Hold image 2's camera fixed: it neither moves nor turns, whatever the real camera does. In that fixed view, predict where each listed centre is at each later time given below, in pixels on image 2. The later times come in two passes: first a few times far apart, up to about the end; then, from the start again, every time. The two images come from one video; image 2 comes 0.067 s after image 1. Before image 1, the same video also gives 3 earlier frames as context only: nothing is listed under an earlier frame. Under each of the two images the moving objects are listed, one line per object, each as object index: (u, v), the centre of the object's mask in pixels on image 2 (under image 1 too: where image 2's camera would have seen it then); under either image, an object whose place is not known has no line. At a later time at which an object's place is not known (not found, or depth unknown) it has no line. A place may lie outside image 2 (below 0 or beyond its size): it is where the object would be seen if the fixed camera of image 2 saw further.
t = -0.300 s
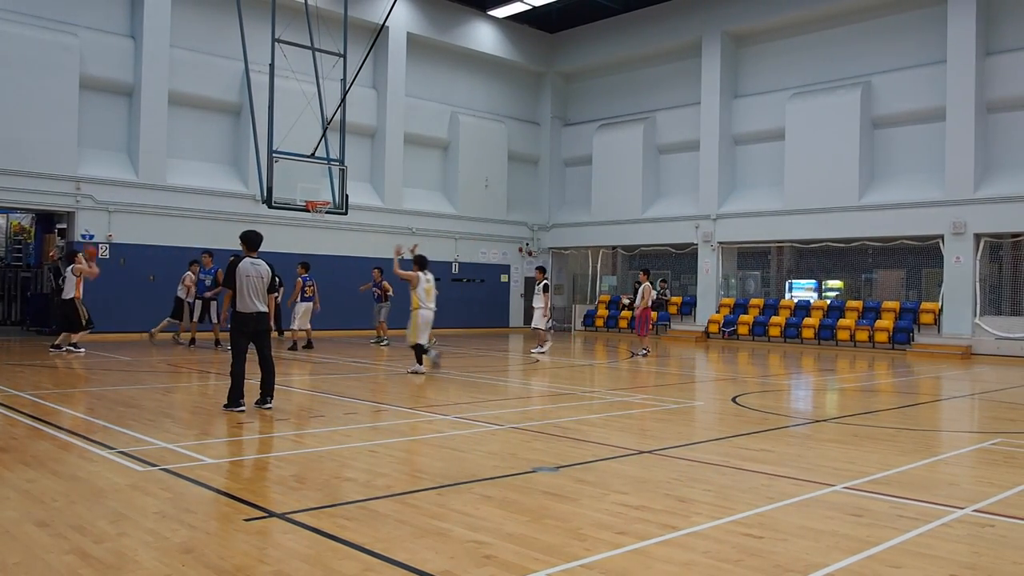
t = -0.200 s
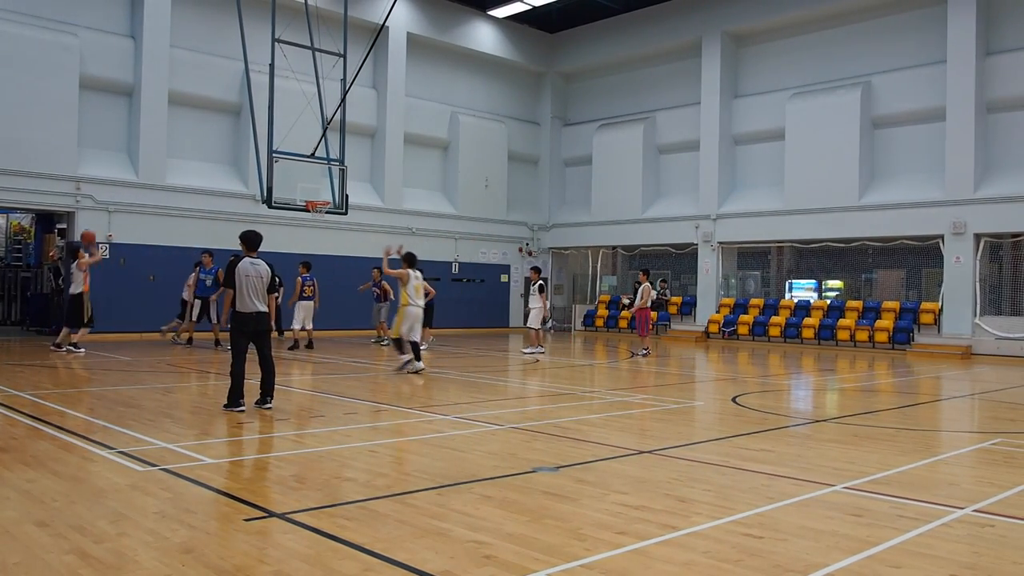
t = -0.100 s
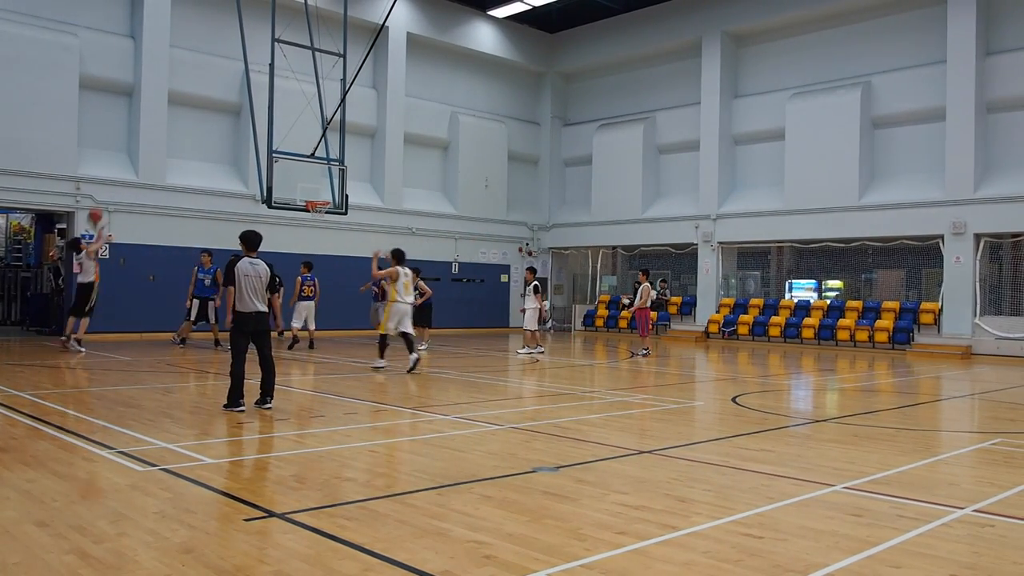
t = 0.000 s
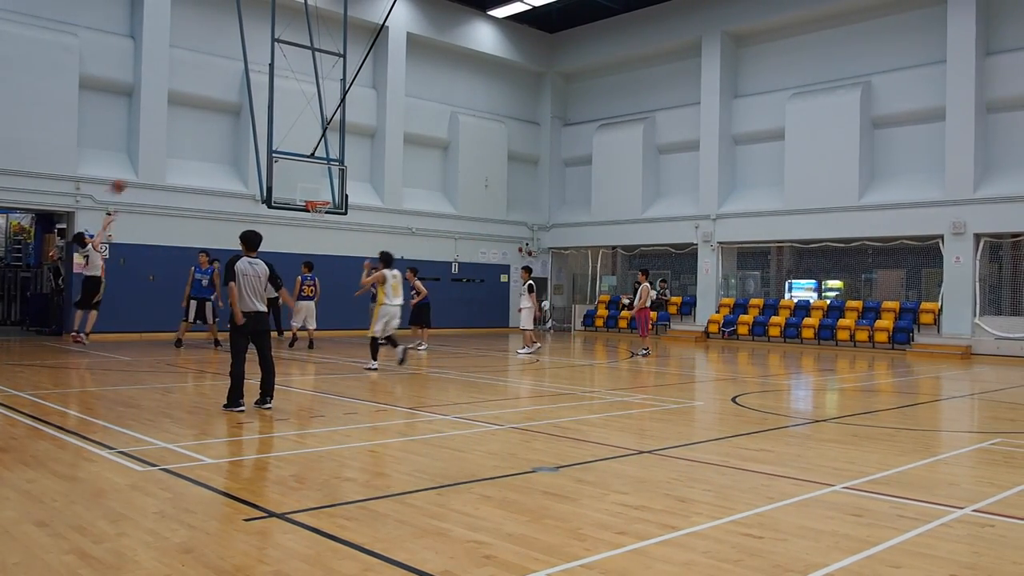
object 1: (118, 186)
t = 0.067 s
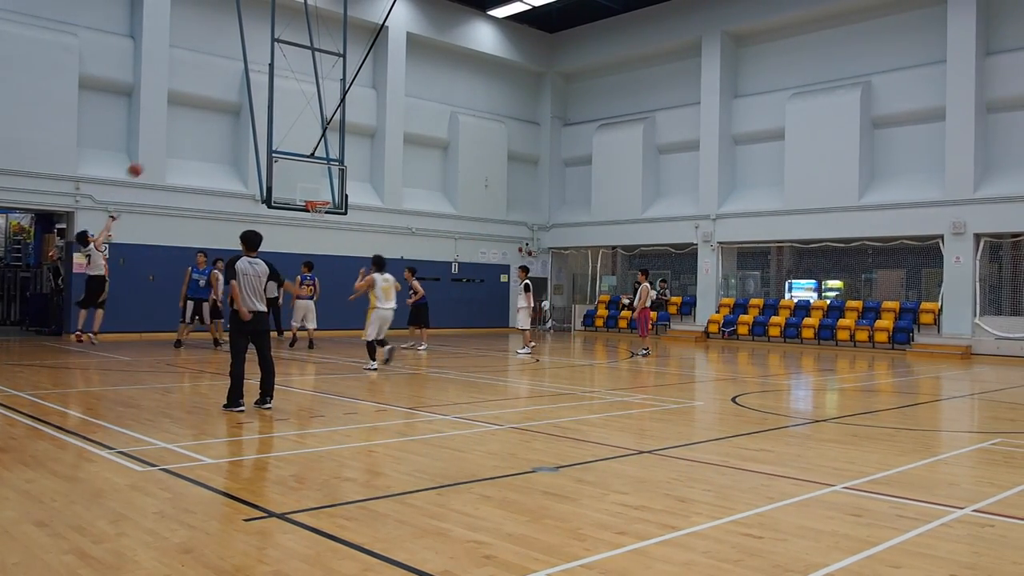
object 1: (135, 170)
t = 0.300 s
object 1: (188, 134)
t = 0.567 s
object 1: (242, 128)
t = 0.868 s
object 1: (296, 160)
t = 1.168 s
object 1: (333, 183)
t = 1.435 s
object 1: (343, 167)
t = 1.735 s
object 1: (359, 186)
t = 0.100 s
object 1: (143, 163)
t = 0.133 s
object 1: (150, 156)
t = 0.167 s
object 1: (158, 151)
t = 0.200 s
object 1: (166, 146)
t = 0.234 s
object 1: (173, 141)
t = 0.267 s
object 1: (181, 137)
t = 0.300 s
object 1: (188, 134)
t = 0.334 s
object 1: (196, 132)
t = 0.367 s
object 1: (203, 130)
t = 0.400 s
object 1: (210, 128)
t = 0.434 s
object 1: (216, 127)
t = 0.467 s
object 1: (223, 127)
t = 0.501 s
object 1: (230, 127)
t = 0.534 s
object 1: (236, 127)
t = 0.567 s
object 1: (242, 128)
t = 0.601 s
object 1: (249, 130)
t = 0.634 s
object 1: (255, 132)
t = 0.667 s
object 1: (261, 134)
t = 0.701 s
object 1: (267, 137)
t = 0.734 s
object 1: (274, 141)
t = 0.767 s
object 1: (279, 145)
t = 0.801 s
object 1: (285, 149)
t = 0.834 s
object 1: (290, 154)
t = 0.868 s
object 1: (296, 160)
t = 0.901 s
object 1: (301, 166)
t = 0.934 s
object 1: (307, 172)
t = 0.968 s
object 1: (312, 178)
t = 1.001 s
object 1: (318, 186)
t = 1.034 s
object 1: (323, 193)
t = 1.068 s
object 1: (326, 197)
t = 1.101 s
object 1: (328, 191)
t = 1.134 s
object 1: (331, 187)
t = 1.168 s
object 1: (333, 183)
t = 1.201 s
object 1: (336, 179)
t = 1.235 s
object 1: (337, 176)
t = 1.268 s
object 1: (339, 173)
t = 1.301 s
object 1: (340, 171)
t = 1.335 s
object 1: (342, 170)
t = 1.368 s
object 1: (344, 168)
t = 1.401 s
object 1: (346, 168)
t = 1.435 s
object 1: (343, 167)
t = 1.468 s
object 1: (345, 167)
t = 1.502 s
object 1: (346, 167)
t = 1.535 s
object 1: (348, 169)
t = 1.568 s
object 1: (350, 171)
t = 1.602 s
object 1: (352, 173)
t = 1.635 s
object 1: (354, 175)
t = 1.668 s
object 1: (356, 178)
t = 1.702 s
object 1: (357, 182)
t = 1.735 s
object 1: (359, 186)
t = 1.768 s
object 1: (360, 190)
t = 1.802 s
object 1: (362, 195)
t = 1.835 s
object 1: (364, 201)
